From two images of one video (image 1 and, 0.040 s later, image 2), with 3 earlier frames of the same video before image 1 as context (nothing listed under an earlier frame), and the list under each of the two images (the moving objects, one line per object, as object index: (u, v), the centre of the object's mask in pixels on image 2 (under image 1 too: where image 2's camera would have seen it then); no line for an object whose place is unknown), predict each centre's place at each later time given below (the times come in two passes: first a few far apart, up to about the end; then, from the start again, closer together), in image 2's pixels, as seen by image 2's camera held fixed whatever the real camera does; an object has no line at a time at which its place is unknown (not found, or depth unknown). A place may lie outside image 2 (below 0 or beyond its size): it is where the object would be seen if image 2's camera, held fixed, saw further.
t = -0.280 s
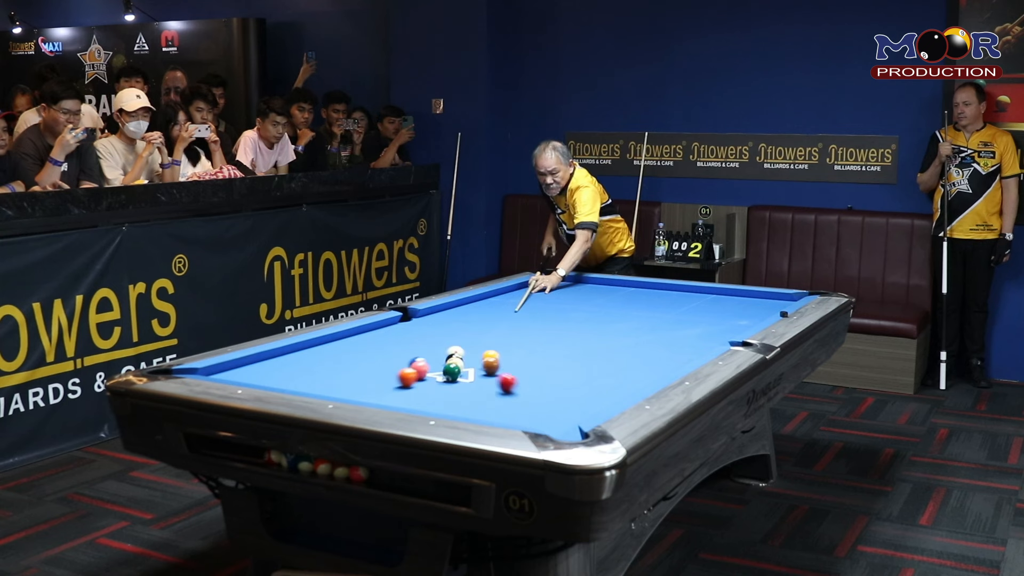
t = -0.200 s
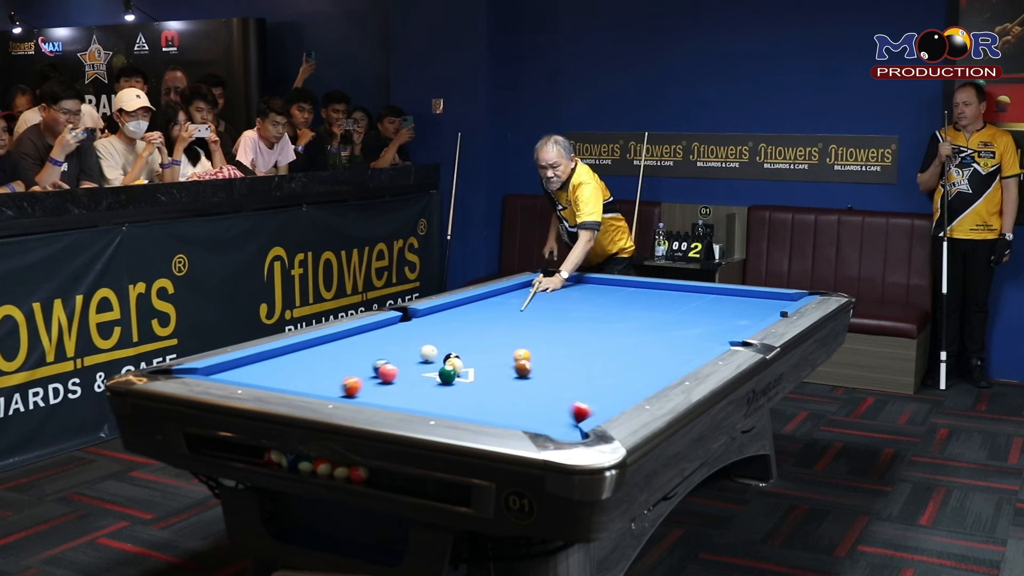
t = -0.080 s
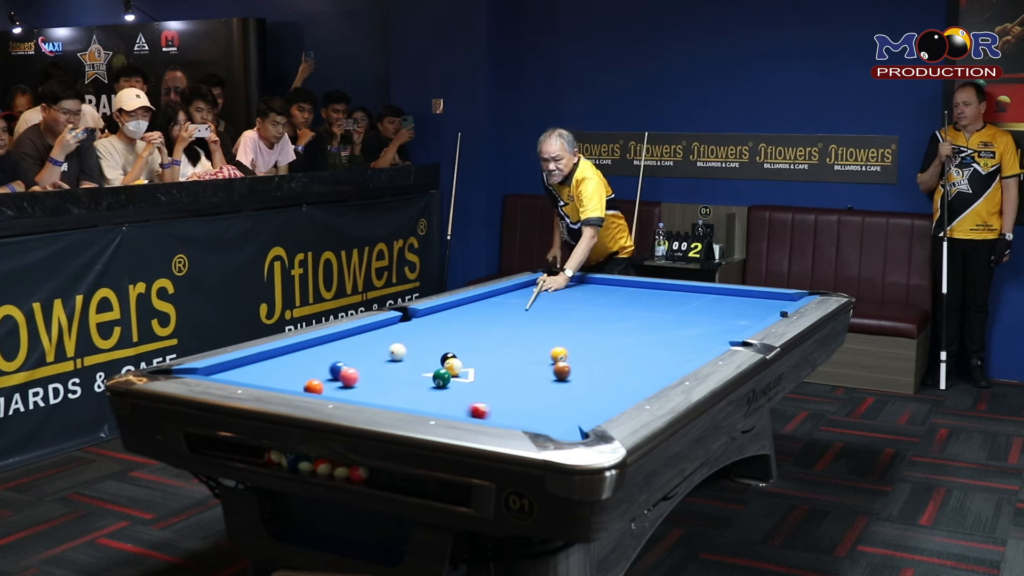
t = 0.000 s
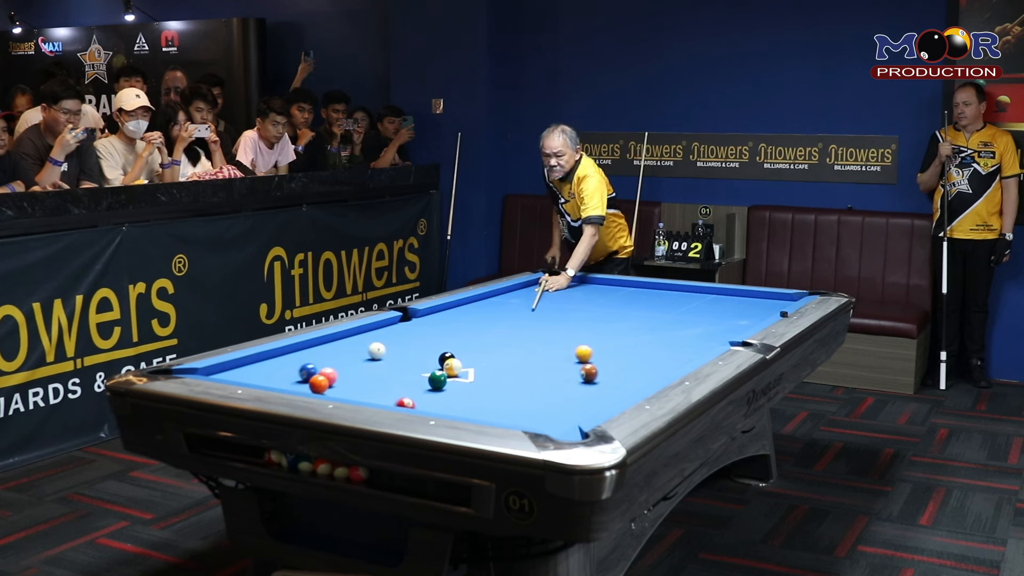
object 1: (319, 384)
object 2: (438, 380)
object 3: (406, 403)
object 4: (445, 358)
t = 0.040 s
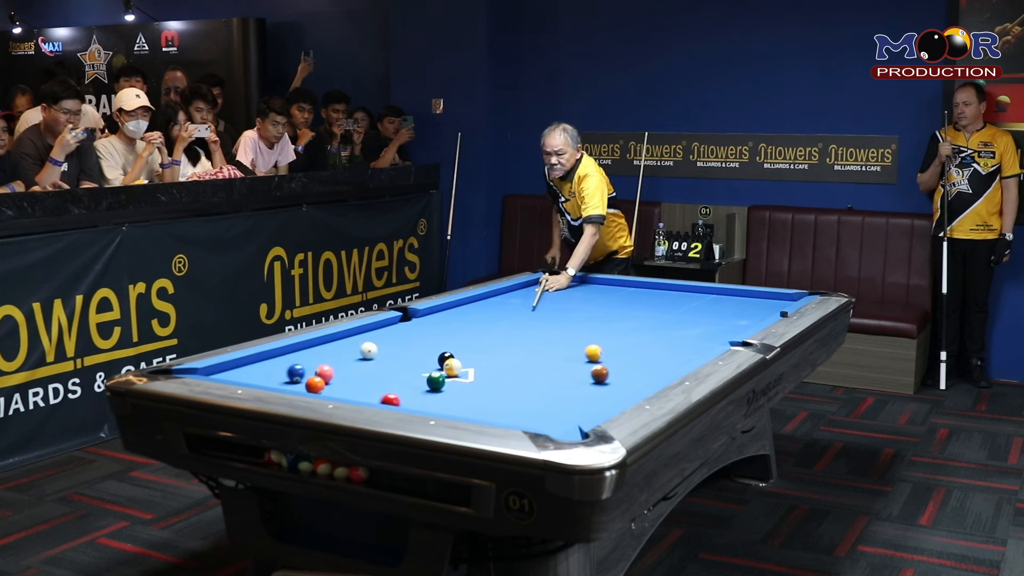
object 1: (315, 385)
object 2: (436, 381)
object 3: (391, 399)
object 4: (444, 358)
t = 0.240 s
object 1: (299, 386)
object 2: (426, 387)
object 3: (319, 381)
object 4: (441, 358)
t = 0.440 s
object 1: (292, 385)
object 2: (416, 393)
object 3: (264, 362)
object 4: (439, 358)
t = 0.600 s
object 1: (290, 384)
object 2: (409, 397)
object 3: (302, 357)
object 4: (437, 358)
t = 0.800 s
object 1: (286, 382)
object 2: (399, 400)
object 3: (364, 359)
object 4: (435, 358)
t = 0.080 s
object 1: (310, 386)
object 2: (433, 383)
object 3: (370, 395)
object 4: (443, 358)
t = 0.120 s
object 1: (308, 386)
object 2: (432, 384)
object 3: (357, 392)
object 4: (443, 358)
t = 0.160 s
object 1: (305, 386)
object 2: (430, 385)
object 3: (346, 389)
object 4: (442, 358)
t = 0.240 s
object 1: (299, 386)
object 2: (426, 387)
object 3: (319, 381)
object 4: (441, 358)
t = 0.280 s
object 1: (296, 386)
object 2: (424, 388)
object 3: (305, 375)
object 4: (440, 359)
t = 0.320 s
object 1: (294, 386)
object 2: (422, 389)
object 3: (295, 372)
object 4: (440, 359)
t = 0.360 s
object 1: (294, 386)
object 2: (420, 390)
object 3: (286, 369)
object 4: (439, 359)
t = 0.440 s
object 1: (292, 385)
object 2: (416, 393)
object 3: (264, 362)
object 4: (439, 358)
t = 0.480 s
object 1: (292, 385)
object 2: (414, 394)
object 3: (255, 358)
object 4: (438, 358)
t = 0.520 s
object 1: (291, 384)
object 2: (412, 395)
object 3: (269, 358)
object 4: (438, 358)
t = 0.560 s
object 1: (290, 384)
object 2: (411, 396)
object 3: (283, 357)
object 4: (437, 358)
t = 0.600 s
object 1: (290, 384)
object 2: (409, 397)
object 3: (302, 357)
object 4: (437, 358)
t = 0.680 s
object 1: (288, 383)
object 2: (405, 398)
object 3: (329, 358)
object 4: (436, 358)
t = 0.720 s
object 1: (288, 383)
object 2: (403, 399)
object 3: (339, 359)
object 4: (436, 358)
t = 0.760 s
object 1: (287, 382)
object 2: (402, 399)
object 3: (349, 359)
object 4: (436, 358)
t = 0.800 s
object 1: (286, 382)
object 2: (399, 400)
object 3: (364, 359)
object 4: (435, 358)
